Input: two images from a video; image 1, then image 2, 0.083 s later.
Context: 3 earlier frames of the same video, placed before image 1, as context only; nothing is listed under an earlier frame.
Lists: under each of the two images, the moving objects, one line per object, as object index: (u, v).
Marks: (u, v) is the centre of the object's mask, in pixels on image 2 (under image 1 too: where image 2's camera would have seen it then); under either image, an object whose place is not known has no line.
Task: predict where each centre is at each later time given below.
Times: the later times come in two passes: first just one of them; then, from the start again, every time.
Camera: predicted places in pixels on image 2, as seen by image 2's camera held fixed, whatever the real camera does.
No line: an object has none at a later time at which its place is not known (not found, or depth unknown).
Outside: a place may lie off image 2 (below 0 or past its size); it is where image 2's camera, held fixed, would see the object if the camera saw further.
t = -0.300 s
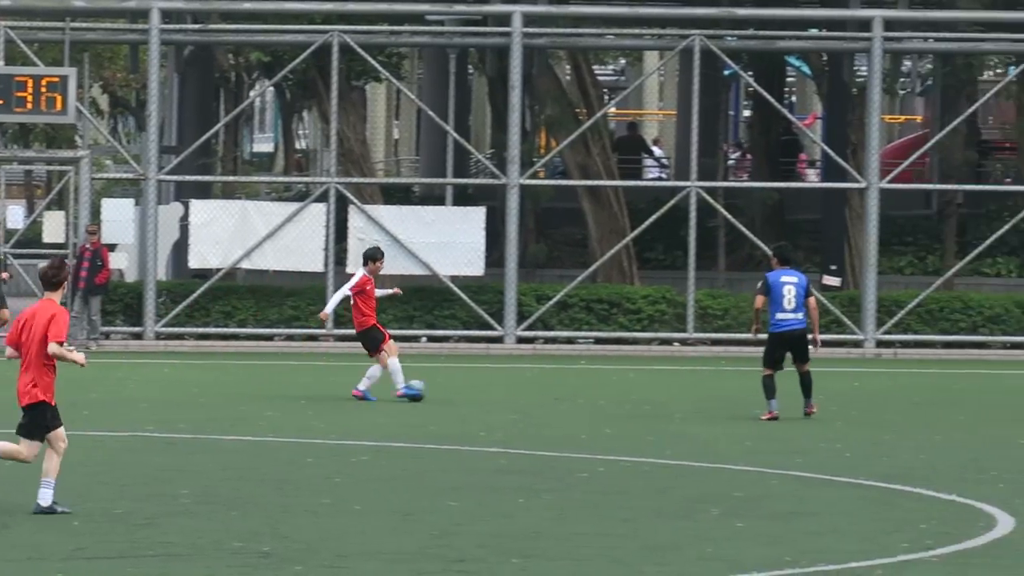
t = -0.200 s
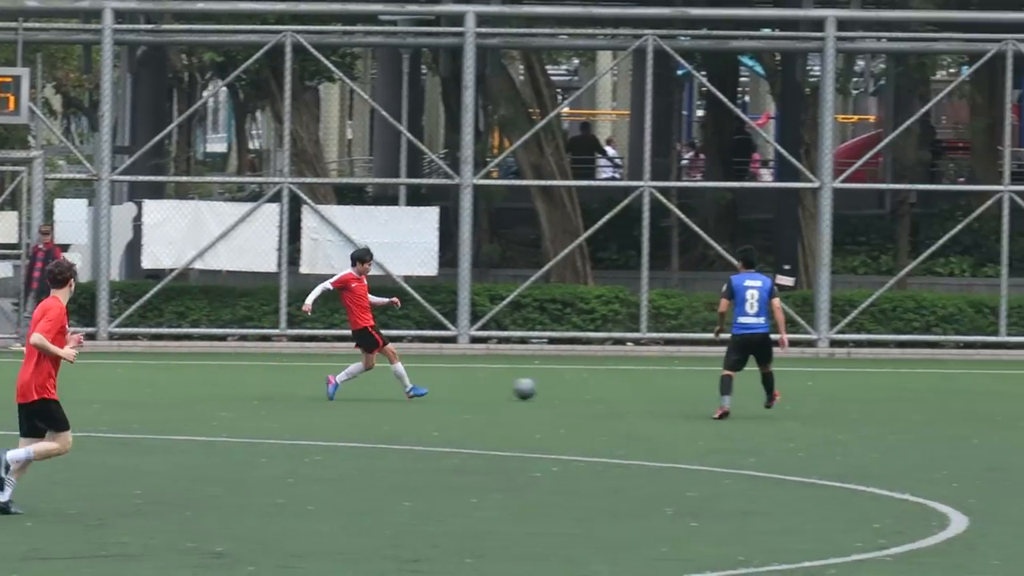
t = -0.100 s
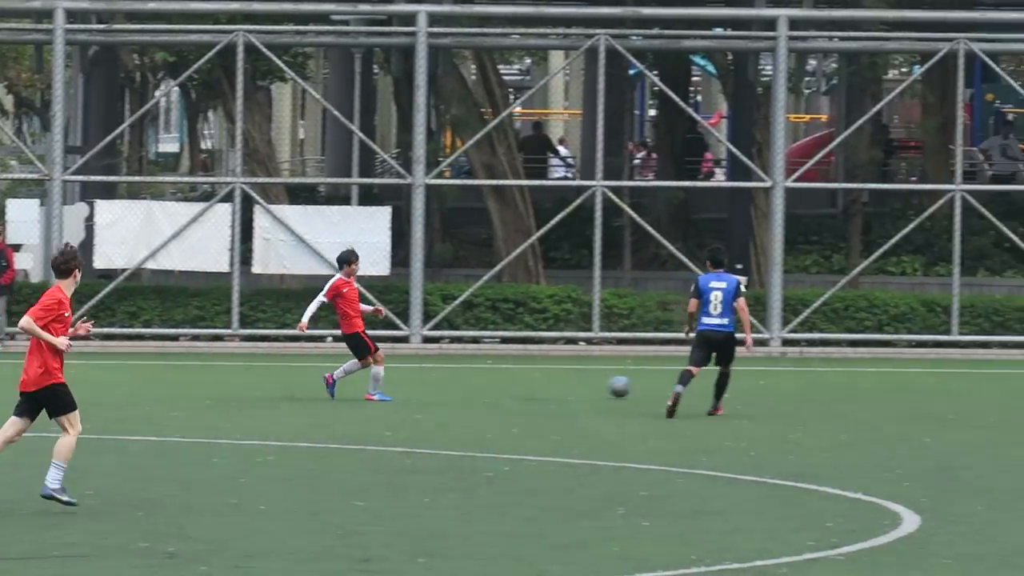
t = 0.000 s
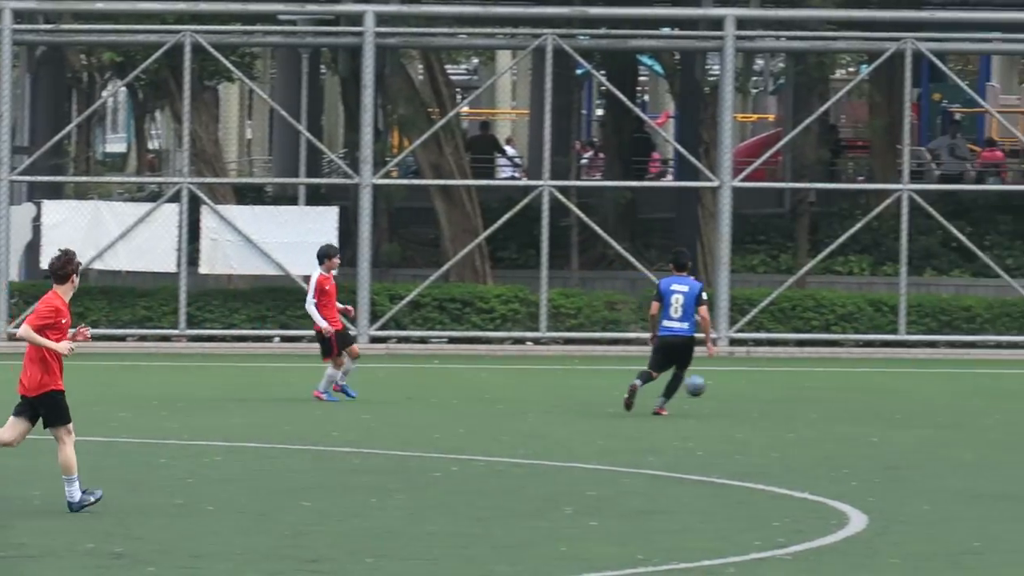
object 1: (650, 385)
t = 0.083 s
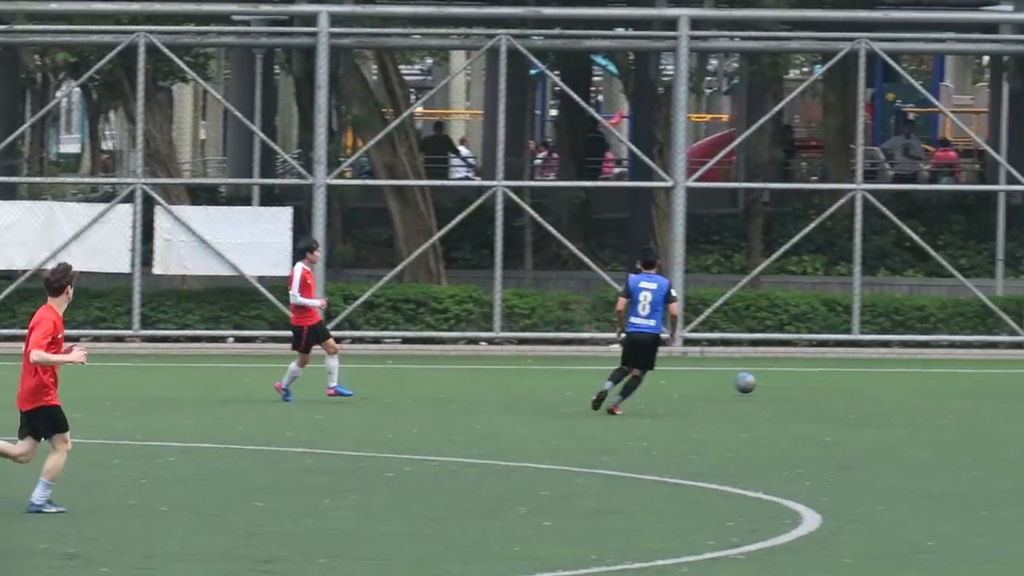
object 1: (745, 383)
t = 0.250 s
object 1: (912, 382)
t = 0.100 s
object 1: (763, 383)
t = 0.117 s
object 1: (781, 385)
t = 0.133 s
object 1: (799, 385)
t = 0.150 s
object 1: (815, 384)
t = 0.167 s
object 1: (831, 383)
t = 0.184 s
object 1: (847, 382)
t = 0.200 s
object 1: (863, 382)
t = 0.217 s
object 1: (880, 381)
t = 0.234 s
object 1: (896, 382)
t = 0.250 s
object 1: (912, 382)
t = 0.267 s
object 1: (927, 383)
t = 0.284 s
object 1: (944, 385)
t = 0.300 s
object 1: (960, 387)
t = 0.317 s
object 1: (975, 386)
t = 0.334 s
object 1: (989, 385)
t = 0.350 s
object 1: (1004, 385)
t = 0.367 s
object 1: (1018, 385)
